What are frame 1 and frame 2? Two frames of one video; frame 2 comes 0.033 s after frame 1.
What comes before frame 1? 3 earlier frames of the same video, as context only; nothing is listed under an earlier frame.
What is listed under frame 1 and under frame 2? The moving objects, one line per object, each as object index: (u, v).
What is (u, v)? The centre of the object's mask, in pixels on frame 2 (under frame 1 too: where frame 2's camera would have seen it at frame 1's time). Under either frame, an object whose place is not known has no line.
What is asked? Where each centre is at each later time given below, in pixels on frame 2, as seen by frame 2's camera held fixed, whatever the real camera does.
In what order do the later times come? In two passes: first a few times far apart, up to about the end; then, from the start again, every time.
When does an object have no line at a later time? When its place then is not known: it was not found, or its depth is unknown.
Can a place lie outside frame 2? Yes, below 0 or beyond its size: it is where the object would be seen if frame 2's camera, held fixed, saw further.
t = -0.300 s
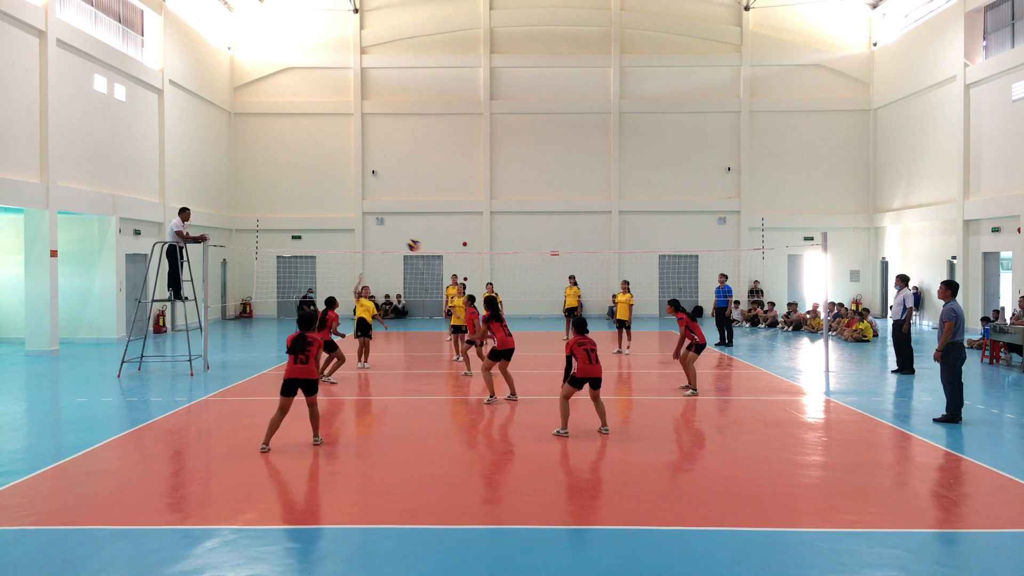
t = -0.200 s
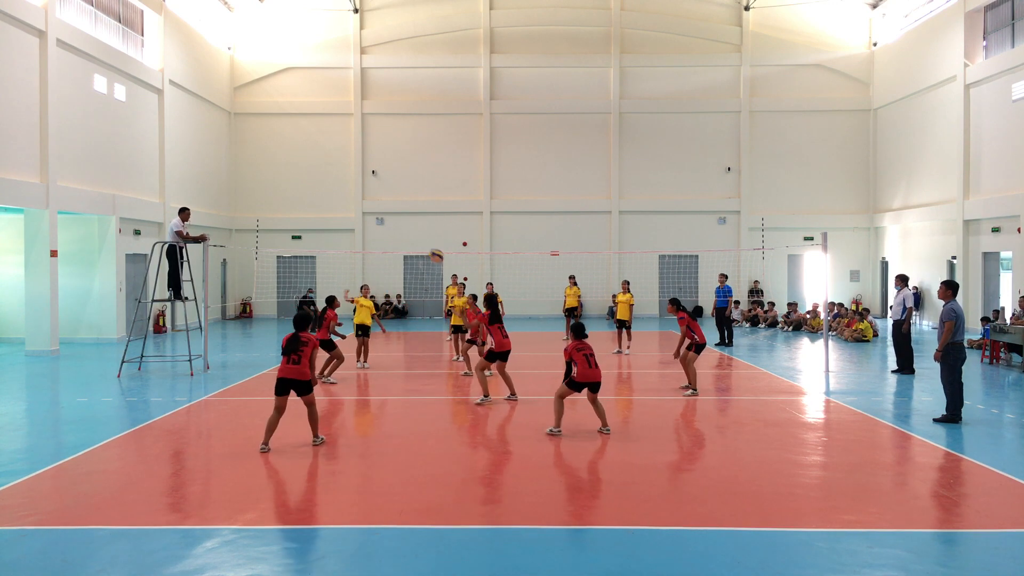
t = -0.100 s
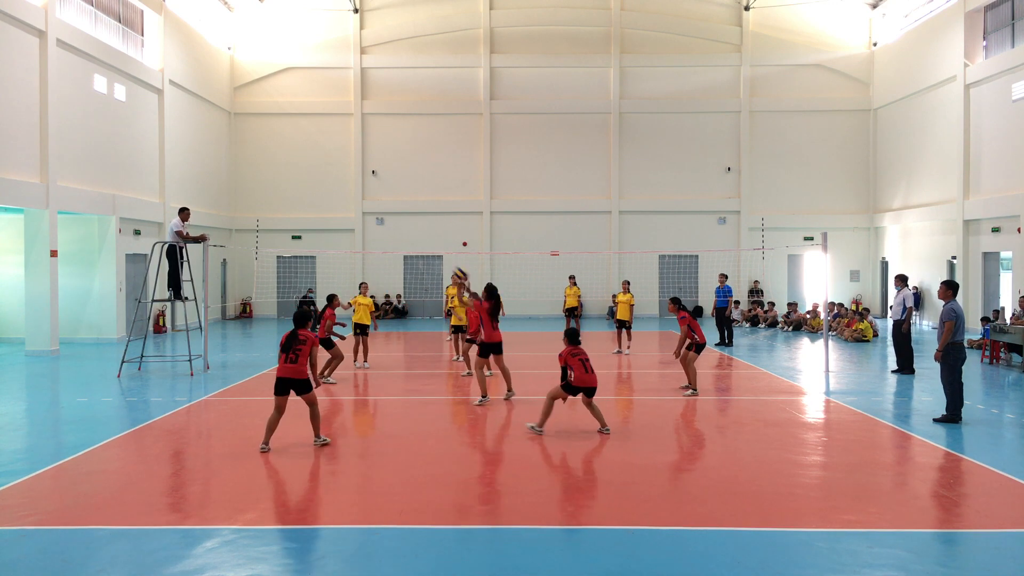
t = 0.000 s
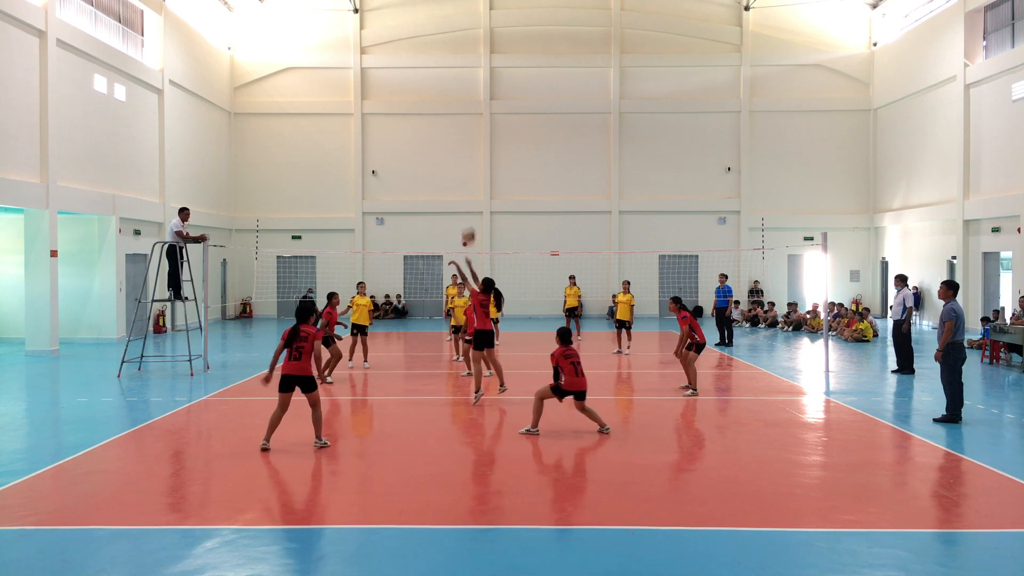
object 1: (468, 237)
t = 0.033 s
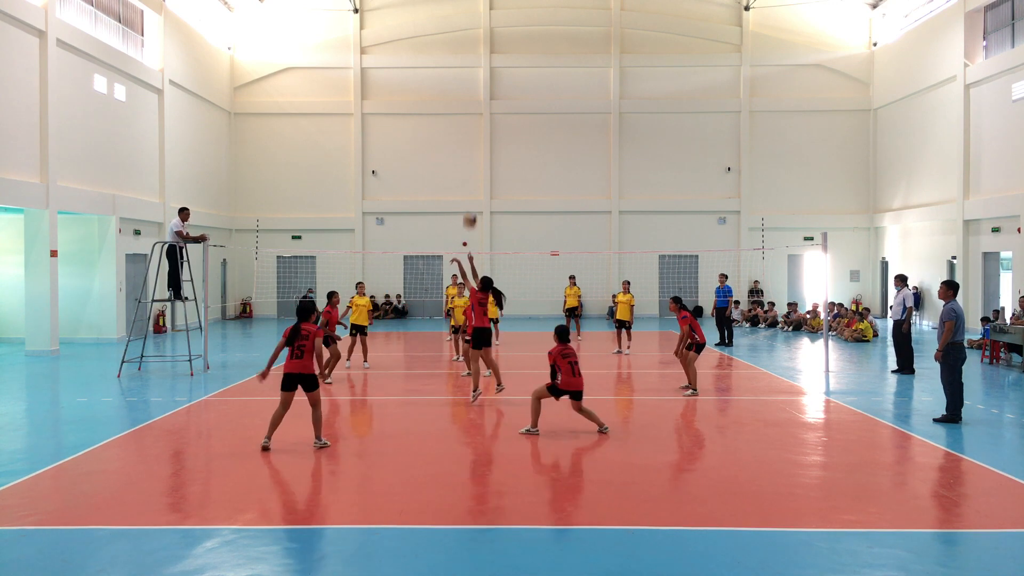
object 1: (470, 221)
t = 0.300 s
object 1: (481, 119)
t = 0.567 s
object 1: (494, 69)
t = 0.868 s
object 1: (508, 71)
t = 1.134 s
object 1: (520, 123)
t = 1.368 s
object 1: (529, 207)
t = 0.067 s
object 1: (471, 204)
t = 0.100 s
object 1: (473, 190)
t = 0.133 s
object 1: (474, 176)
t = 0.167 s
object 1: (476, 164)
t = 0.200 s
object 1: (477, 151)
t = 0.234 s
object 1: (478, 140)
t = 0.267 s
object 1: (480, 129)
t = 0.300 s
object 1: (481, 119)
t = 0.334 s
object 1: (483, 110)
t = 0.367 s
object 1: (485, 101)
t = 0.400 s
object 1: (487, 94)
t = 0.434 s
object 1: (488, 88)
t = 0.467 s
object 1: (489, 82)
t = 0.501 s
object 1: (490, 77)
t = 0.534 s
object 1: (492, 73)
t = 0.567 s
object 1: (494, 69)
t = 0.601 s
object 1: (496, 66)
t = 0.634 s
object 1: (498, 64)
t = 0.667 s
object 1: (499, 63)
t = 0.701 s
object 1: (500, 63)
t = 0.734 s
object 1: (502, 63)
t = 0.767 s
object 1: (503, 64)
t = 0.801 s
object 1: (505, 65)
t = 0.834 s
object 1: (506, 68)
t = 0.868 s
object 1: (508, 71)
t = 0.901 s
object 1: (510, 74)
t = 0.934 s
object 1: (511, 80)
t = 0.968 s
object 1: (512, 86)
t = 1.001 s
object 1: (514, 92)
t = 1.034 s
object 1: (515, 98)
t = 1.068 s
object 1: (517, 106)
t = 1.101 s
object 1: (518, 114)
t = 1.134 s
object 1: (520, 123)
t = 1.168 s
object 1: (521, 133)
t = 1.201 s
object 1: (523, 144)
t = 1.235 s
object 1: (524, 155)
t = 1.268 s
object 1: (525, 168)
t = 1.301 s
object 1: (526, 180)
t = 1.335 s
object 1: (527, 193)
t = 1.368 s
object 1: (529, 207)
